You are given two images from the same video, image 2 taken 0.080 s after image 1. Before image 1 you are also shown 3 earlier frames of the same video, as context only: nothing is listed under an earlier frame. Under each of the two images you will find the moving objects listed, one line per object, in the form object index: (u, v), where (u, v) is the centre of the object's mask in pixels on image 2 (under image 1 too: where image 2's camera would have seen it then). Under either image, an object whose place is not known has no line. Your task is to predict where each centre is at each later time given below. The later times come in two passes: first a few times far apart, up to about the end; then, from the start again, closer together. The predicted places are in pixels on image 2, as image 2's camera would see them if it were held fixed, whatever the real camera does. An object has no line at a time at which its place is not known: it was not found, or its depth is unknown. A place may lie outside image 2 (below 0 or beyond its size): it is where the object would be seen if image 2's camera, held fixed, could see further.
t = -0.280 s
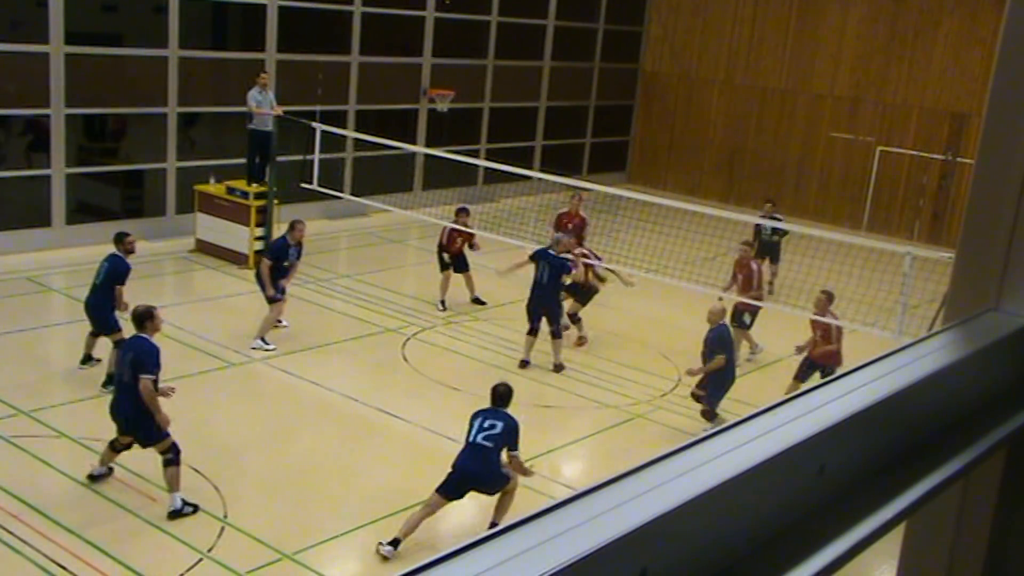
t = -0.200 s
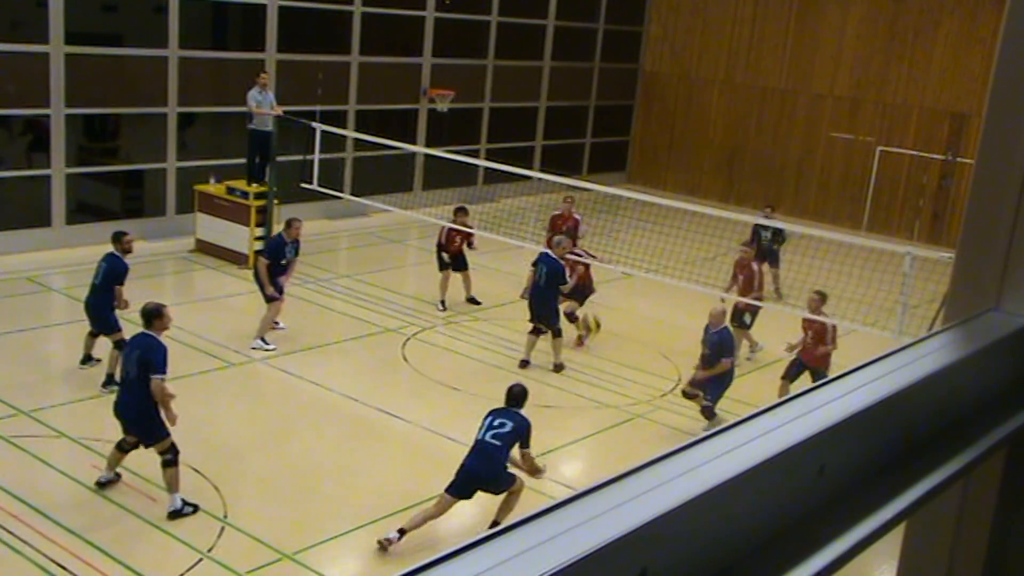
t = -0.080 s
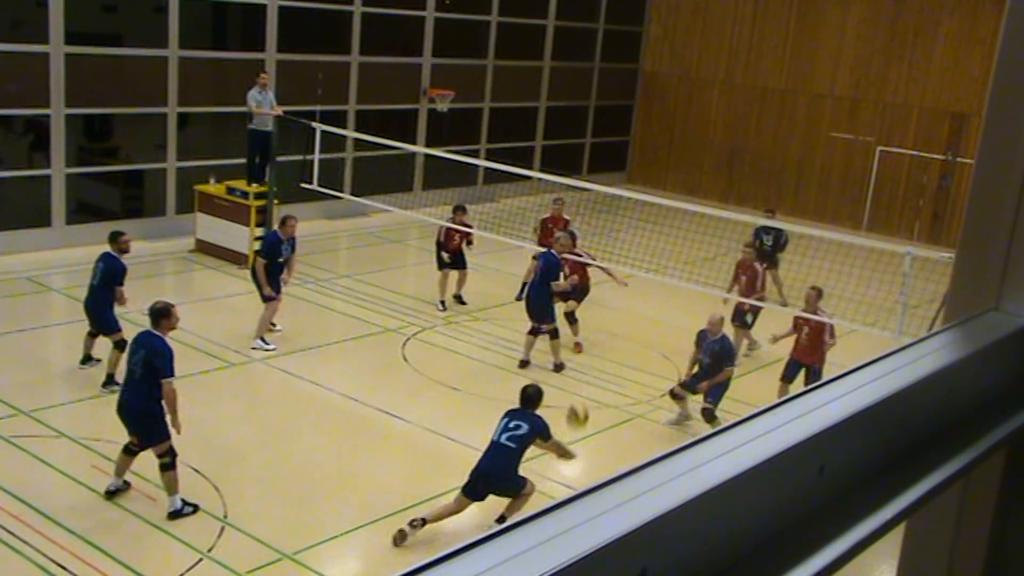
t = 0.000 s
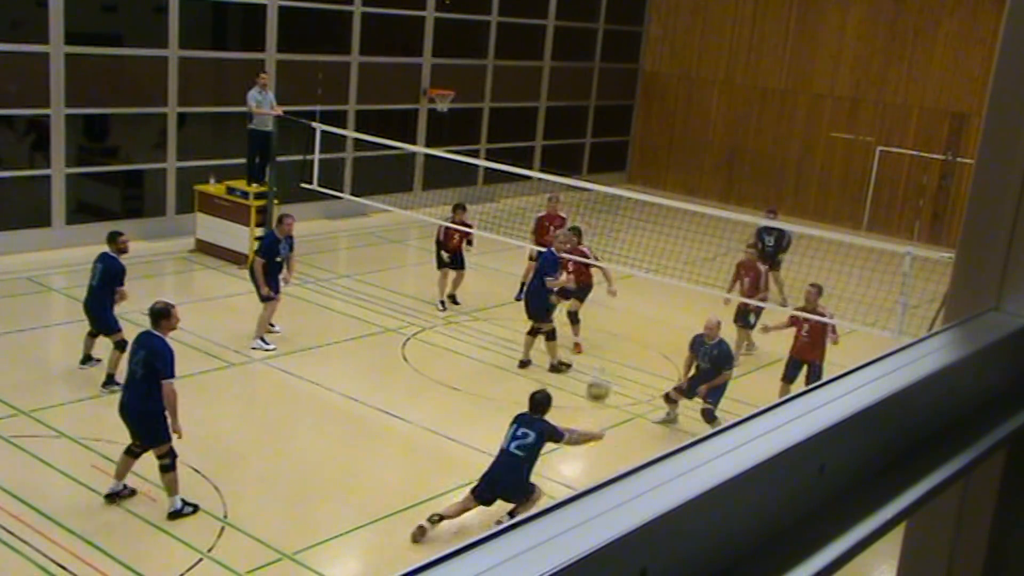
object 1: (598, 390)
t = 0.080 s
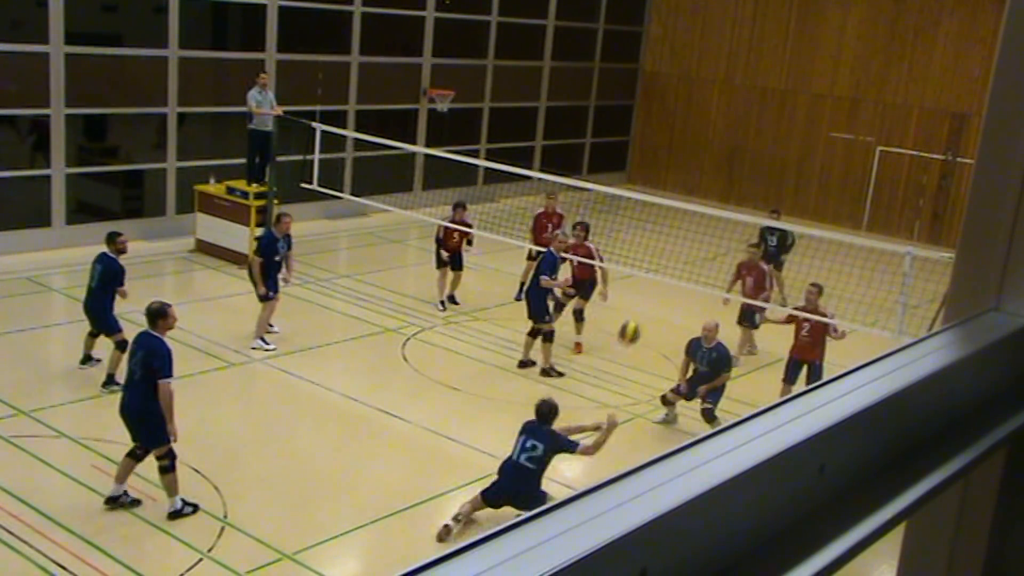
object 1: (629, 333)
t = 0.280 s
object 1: (700, 218)
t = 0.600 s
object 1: (797, 124)
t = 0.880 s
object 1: (861, 134)
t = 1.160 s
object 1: (905, 217)
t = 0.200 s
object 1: (675, 260)
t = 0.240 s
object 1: (687, 236)
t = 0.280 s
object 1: (700, 218)
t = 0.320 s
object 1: (716, 200)
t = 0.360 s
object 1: (728, 184)
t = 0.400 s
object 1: (740, 170)
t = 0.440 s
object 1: (753, 158)
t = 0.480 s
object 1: (764, 146)
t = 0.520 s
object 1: (775, 138)
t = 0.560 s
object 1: (786, 131)
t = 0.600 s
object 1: (797, 124)
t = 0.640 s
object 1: (808, 121)
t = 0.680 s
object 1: (817, 119)
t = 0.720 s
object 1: (828, 120)
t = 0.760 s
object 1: (836, 121)
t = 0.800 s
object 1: (845, 124)
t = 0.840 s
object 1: (854, 127)
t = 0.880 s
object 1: (861, 134)
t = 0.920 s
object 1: (868, 141)
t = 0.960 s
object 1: (875, 152)
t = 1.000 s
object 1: (883, 162)
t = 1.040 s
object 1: (889, 175)
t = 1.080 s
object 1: (895, 188)
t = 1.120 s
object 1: (901, 200)
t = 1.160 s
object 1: (905, 217)
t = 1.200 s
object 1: (910, 235)
